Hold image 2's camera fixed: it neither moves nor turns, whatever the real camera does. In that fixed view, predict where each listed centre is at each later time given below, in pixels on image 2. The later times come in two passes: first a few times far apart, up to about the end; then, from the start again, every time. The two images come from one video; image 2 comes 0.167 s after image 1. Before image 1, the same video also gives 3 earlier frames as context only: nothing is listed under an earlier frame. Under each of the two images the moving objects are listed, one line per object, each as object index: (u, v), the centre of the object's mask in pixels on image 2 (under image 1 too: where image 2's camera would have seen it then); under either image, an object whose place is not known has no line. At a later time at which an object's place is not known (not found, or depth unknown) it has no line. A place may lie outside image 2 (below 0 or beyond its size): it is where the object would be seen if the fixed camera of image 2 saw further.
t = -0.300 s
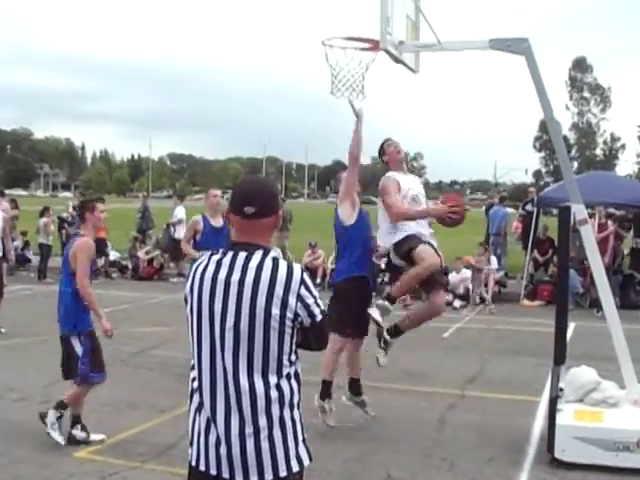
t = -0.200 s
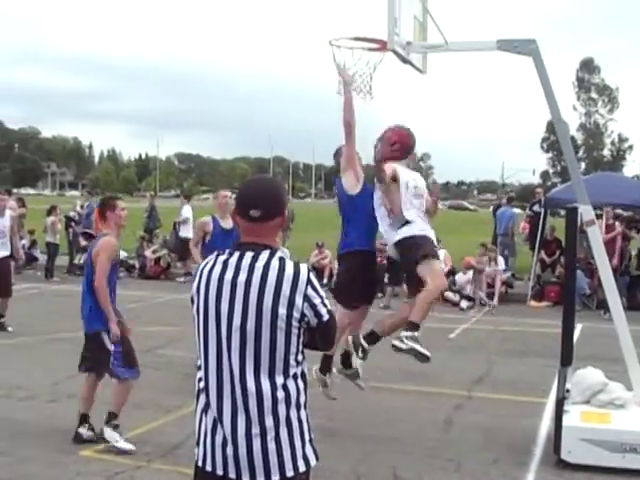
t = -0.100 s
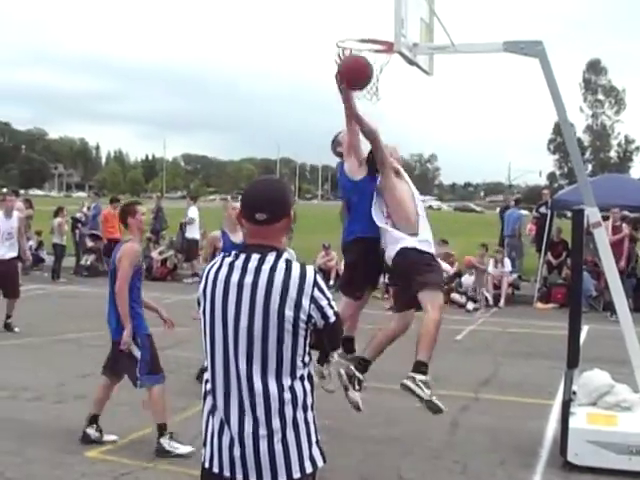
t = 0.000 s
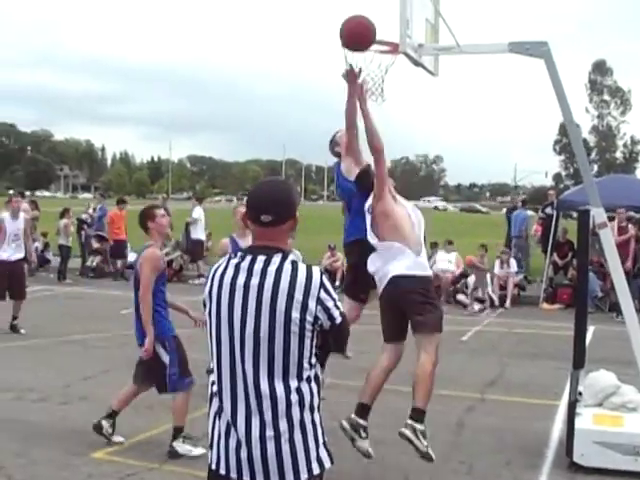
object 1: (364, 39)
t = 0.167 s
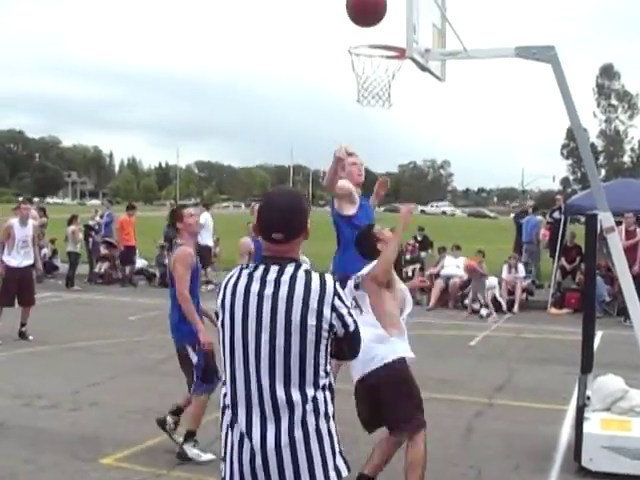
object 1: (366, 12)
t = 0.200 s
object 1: (366, 11)
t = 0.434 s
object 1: (365, 54)
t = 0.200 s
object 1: (366, 11)
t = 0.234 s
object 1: (366, 11)
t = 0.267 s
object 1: (366, 12)
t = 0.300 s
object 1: (366, 15)
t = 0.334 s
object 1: (366, 19)
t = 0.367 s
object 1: (366, 28)
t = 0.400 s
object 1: (365, 40)
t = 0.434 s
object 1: (365, 54)
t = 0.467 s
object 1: (364, 71)
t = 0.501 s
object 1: (364, 93)
